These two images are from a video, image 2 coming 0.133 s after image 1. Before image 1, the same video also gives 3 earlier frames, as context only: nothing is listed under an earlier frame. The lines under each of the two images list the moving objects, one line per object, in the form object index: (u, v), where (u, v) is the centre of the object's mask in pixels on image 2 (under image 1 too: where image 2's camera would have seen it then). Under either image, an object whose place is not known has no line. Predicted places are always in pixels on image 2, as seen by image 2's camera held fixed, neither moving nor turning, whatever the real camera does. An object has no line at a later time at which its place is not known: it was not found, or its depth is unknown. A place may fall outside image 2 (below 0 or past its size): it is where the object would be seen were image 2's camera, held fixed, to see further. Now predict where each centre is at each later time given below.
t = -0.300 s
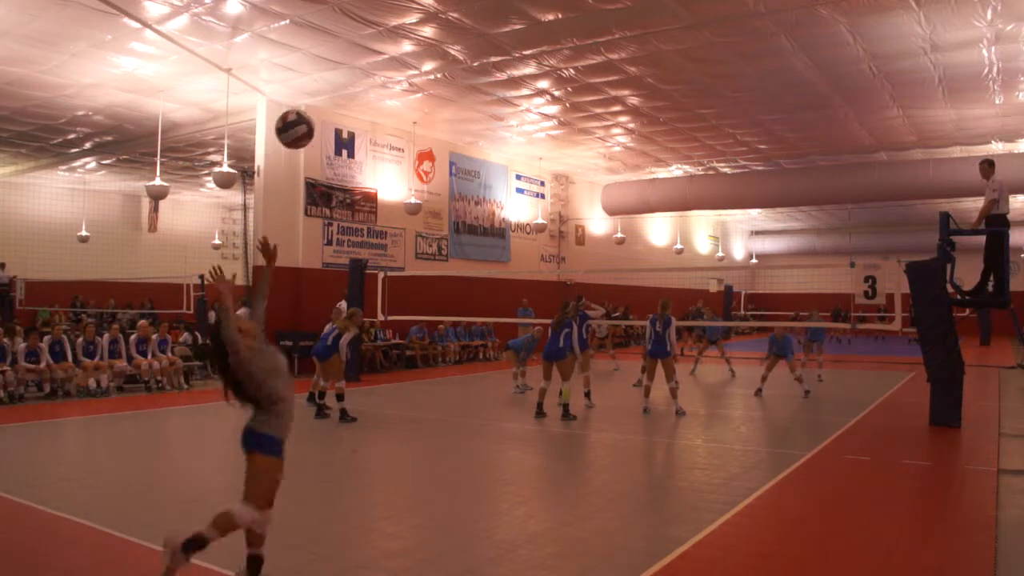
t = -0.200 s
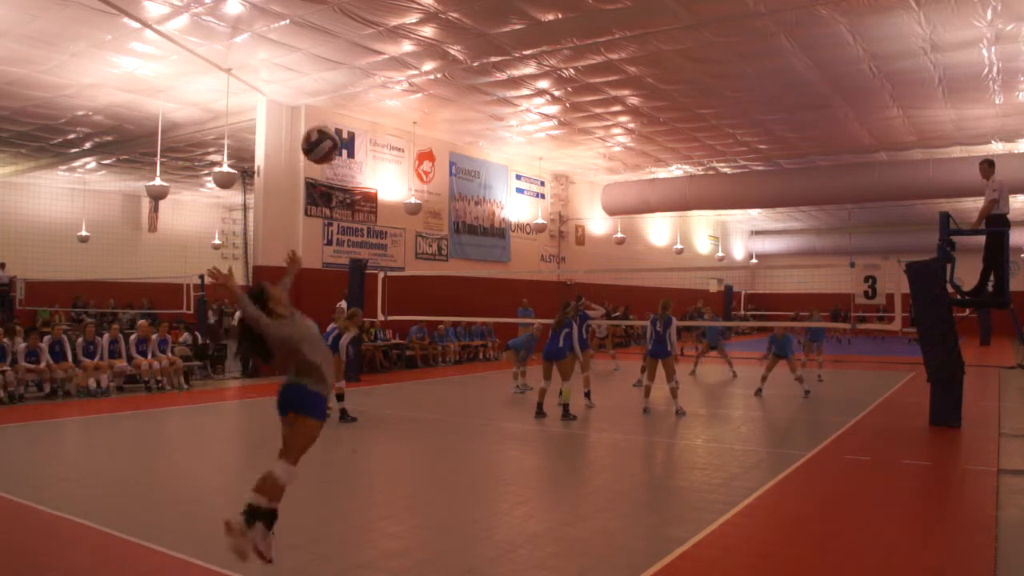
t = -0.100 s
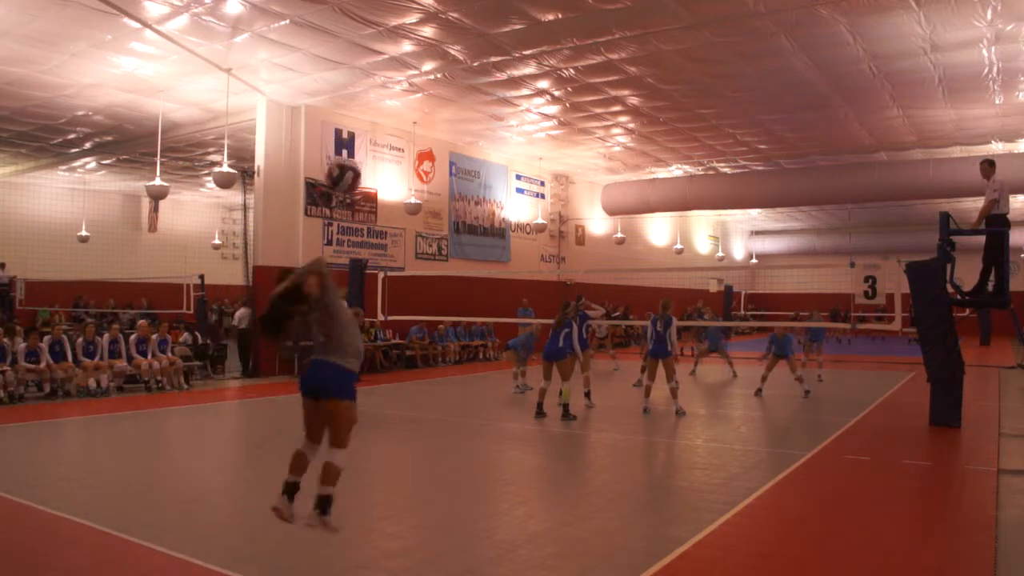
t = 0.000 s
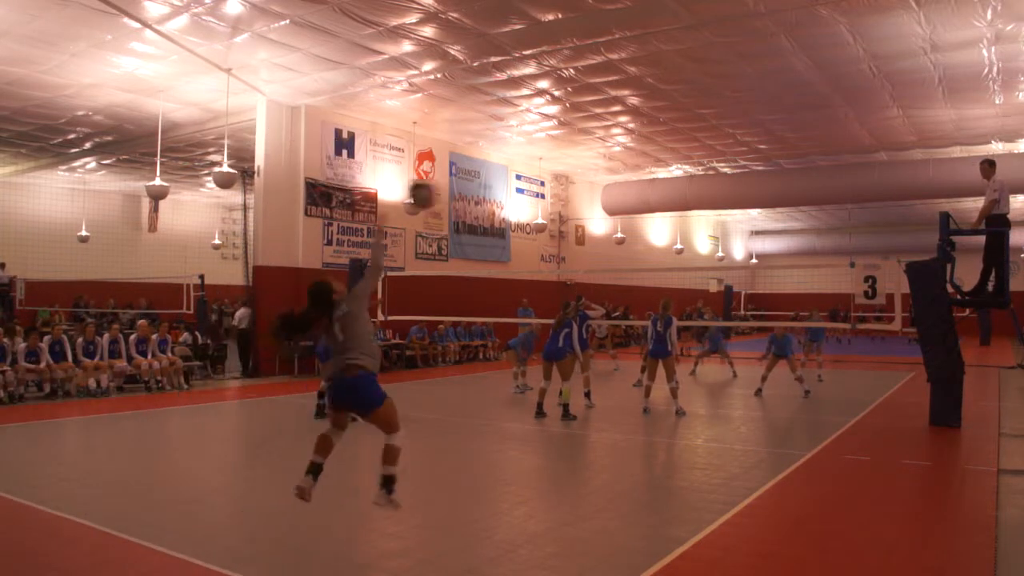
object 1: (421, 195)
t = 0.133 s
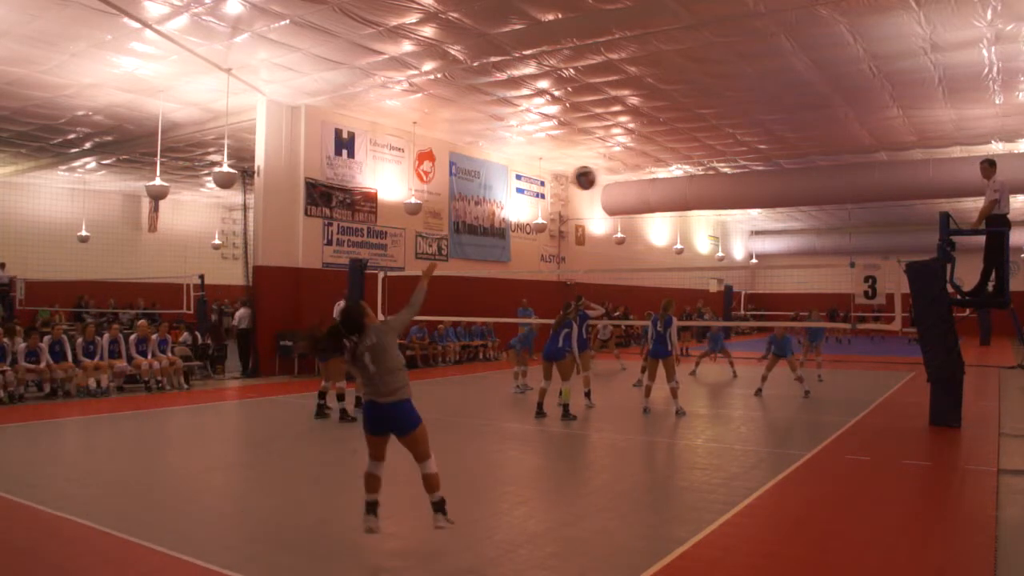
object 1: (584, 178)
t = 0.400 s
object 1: (749, 201)
